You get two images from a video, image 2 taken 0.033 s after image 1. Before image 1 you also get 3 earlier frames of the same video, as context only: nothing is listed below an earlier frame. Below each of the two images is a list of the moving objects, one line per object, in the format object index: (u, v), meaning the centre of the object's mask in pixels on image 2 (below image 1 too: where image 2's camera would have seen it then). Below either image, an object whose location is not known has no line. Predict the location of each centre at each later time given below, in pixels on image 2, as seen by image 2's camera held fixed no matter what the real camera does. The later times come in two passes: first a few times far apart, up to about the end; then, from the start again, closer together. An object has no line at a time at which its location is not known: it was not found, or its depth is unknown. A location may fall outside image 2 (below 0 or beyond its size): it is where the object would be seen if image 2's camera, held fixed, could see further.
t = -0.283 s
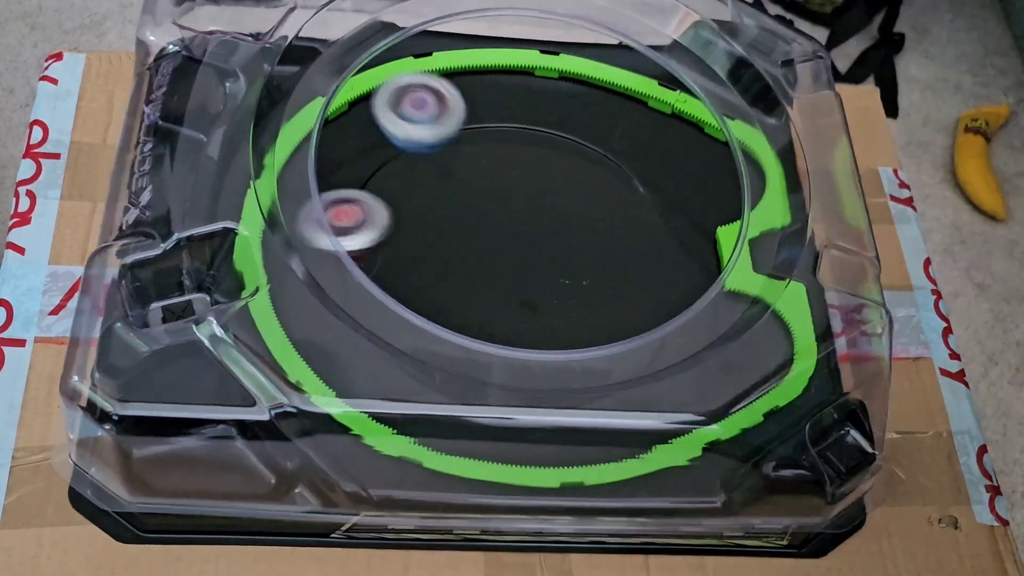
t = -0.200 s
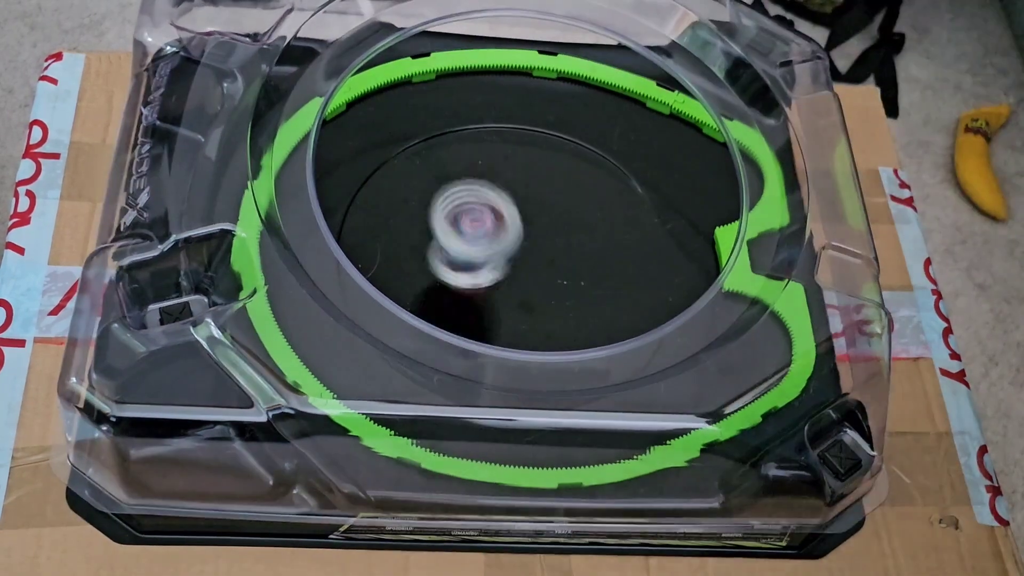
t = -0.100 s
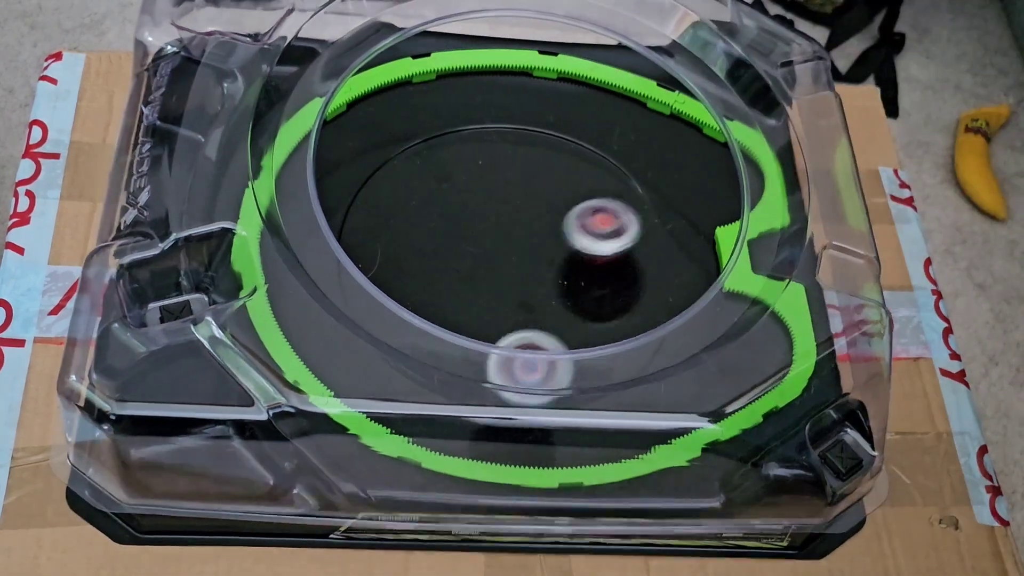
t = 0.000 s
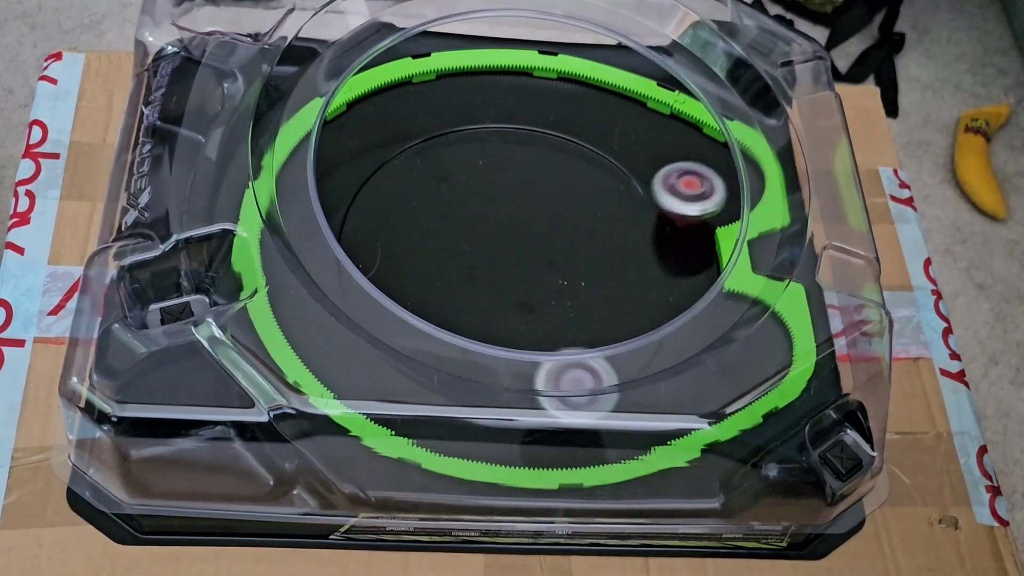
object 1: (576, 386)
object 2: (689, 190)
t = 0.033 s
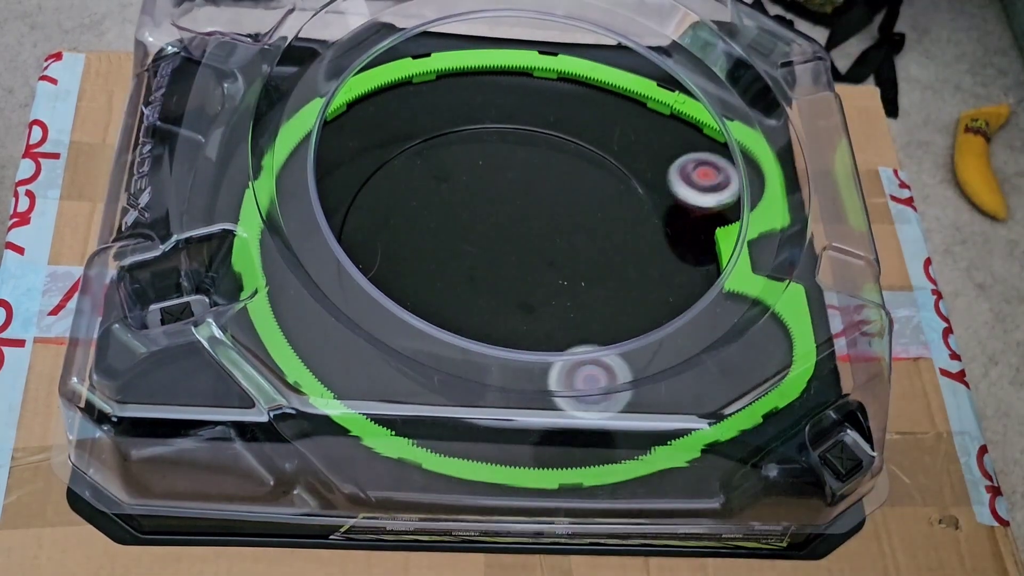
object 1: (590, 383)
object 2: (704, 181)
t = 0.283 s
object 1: (667, 347)
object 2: (586, 129)
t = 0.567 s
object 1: (679, 257)
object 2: (281, 280)
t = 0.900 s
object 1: (505, 29)
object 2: (328, 306)
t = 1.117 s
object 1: (351, 152)
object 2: (602, 222)
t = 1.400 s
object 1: (701, 388)
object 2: (543, 119)
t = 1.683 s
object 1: (479, 55)
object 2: (313, 317)
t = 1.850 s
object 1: (290, 296)
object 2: (751, 278)
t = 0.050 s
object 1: (596, 383)
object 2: (707, 175)
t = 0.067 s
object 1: (602, 385)
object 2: (712, 173)
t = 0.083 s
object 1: (607, 383)
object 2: (715, 168)
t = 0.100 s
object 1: (613, 381)
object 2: (715, 163)
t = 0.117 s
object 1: (618, 379)
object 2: (712, 159)
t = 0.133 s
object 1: (623, 378)
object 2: (704, 155)
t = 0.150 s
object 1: (629, 375)
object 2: (699, 150)
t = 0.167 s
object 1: (635, 373)
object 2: (692, 145)
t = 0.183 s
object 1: (640, 370)
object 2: (682, 142)
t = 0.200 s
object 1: (646, 366)
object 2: (669, 139)
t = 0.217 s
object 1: (651, 362)
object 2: (656, 135)
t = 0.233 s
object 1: (656, 358)
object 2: (640, 133)
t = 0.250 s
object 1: (660, 355)
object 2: (624, 130)
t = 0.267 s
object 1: (664, 350)
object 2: (605, 129)
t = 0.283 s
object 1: (667, 347)
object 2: (586, 129)
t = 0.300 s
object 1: (669, 339)
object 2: (565, 128)
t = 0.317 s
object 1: (672, 335)
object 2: (544, 127)
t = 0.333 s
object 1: (675, 332)
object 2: (521, 127)
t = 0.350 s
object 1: (679, 328)
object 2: (497, 128)
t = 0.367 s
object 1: (682, 325)
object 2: (474, 129)
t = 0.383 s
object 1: (686, 321)
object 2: (449, 132)
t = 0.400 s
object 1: (689, 316)
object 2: (426, 137)
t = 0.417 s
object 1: (692, 312)
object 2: (402, 142)
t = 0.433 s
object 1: (694, 306)
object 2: (379, 149)
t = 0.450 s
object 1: (696, 300)
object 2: (363, 159)
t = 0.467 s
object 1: (697, 293)
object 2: (351, 171)
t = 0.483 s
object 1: (696, 286)
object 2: (336, 187)
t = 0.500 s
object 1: (694, 280)
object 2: (321, 207)
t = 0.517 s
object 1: (691, 273)
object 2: (309, 223)
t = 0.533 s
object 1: (686, 267)
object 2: (295, 240)
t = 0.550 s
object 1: (683, 262)
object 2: (280, 259)
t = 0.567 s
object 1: (679, 257)
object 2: (281, 280)
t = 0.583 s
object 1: (674, 251)
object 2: (314, 310)
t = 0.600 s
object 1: (666, 246)
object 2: (350, 345)
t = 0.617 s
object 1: (657, 240)
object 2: (386, 386)
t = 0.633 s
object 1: (648, 234)
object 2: (439, 407)
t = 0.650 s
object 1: (638, 228)
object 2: (512, 415)
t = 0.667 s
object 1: (627, 224)
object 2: (579, 419)
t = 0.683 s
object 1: (616, 220)
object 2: (646, 419)
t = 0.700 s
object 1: (604, 215)
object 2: (700, 386)
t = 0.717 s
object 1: (592, 212)
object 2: (745, 351)
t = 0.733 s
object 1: (579, 209)
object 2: (787, 308)
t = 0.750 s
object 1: (562, 207)
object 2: (744, 281)
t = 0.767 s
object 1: (547, 207)
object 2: (684, 257)
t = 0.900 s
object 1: (505, 29)
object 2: (328, 306)
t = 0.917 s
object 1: (501, 21)
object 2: (362, 292)
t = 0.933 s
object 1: (494, 16)
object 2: (388, 283)
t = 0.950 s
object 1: (484, 16)
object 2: (415, 276)
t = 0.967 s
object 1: (473, 16)
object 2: (438, 274)
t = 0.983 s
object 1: (462, 19)
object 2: (461, 273)
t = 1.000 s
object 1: (446, 24)
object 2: (482, 274)
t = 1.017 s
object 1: (432, 31)
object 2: (504, 277)
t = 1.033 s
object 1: (421, 45)
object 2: (523, 269)
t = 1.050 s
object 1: (408, 64)
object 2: (542, 259)
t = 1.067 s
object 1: (392, 88)
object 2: (559, 252)
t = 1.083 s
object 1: (377, 110)
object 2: (575, 241)
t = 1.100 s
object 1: (363, 131)
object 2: (589, 232)
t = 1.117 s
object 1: (351, 152)
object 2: (602, 222)
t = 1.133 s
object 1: (336, 172)
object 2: (614, 212)
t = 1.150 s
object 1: (323, 193)
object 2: (623, 203)
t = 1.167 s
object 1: (314, 213)
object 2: (631, 194)
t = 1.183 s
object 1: (303, 234)
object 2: (636, 185)
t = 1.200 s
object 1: (294, 253)
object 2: (640, 176)
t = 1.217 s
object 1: (286, 271)
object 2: (642, 168)
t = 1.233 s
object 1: (291, 292)
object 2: (643, 160)
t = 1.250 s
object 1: (319, 319)
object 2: (642, 153)
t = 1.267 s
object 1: (347, 349)
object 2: (638, 146)
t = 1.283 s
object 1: (375, 371)
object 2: (631, 141)
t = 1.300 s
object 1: (404, 397)
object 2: (623, 138)
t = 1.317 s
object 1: (434, 416)
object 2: (613, 135)
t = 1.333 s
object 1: (478, 425)
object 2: (602, 131)
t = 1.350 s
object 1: (538, 430)
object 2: (590, 128)
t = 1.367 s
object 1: (595, 432)
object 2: (576, 125)
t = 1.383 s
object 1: (647, 425)
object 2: (560, 123)
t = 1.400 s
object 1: (701, 388)
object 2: (543, 119)
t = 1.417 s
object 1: (748, 360)
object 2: (526, 116)
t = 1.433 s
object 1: (792, 334)
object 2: (507, 113)
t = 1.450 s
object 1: (790, 298)
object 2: (485, 110)
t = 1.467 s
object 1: (765, 270)
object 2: (462, 108)
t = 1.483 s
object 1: (736, 239)
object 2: (441, 108)
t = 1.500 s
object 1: (708, 214)
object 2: (422, 110)
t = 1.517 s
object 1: (686, 194)
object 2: (402, 115)
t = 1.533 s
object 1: (661, 177)
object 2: (383, 120)
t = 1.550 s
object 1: (635, 163)
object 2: (364, 123)
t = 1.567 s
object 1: (609, 151)
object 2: (343, 127)
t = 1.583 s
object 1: (589, 132)
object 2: (323, 131)
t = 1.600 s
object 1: (570, 113)
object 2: (304, 135)
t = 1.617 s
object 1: (551, 98)
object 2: (293, 160)
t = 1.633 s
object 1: (532, 86)
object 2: (288, 194)
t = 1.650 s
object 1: (513, 73)
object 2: (281, 232)
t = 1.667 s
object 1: (497, 61)
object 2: (290, 270)
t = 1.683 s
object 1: (479, 55)
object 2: (313, 317)
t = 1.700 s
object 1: (449, 66)
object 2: (350, 361)
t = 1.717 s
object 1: (419, 82)
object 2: (398, 393)
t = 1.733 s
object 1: (390, 98)
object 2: (461, 419)
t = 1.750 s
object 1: (363, 110)
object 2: (539, 431)
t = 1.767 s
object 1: (336, 123)
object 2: (608, 430)
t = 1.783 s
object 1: (311, 135)
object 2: (671, 409)
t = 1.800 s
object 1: (294, 158)
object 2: (728, 385)
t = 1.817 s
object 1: (293, 205)
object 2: (770, 358)
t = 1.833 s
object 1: (291, 255)
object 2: (793, 318)
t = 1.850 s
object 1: (290, 296)
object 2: (751, 278)
